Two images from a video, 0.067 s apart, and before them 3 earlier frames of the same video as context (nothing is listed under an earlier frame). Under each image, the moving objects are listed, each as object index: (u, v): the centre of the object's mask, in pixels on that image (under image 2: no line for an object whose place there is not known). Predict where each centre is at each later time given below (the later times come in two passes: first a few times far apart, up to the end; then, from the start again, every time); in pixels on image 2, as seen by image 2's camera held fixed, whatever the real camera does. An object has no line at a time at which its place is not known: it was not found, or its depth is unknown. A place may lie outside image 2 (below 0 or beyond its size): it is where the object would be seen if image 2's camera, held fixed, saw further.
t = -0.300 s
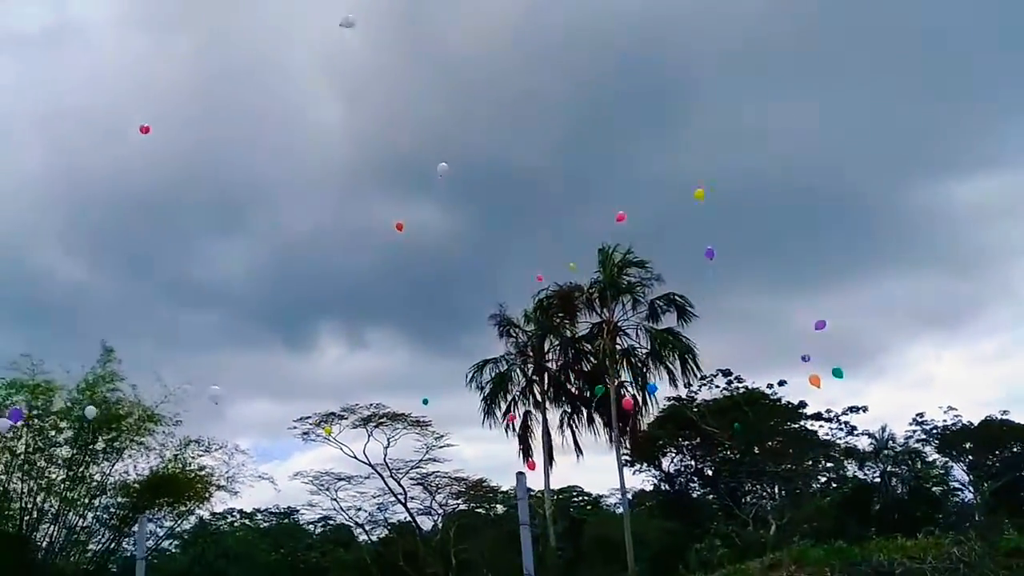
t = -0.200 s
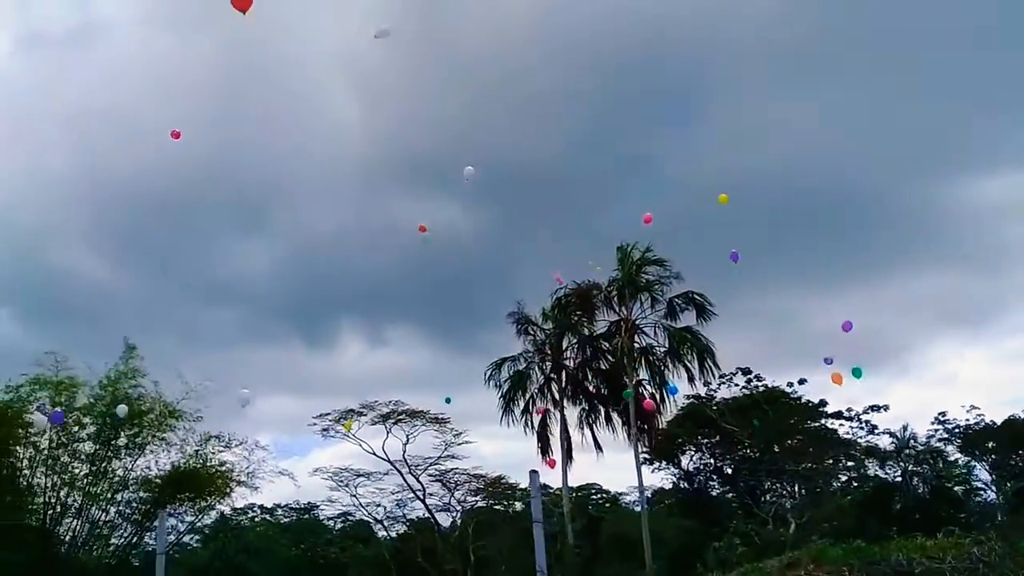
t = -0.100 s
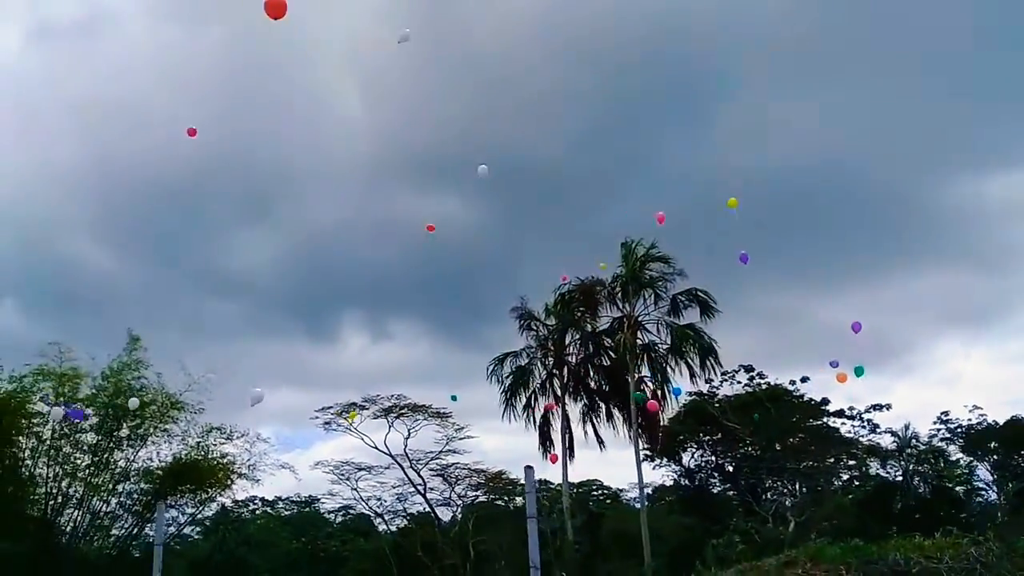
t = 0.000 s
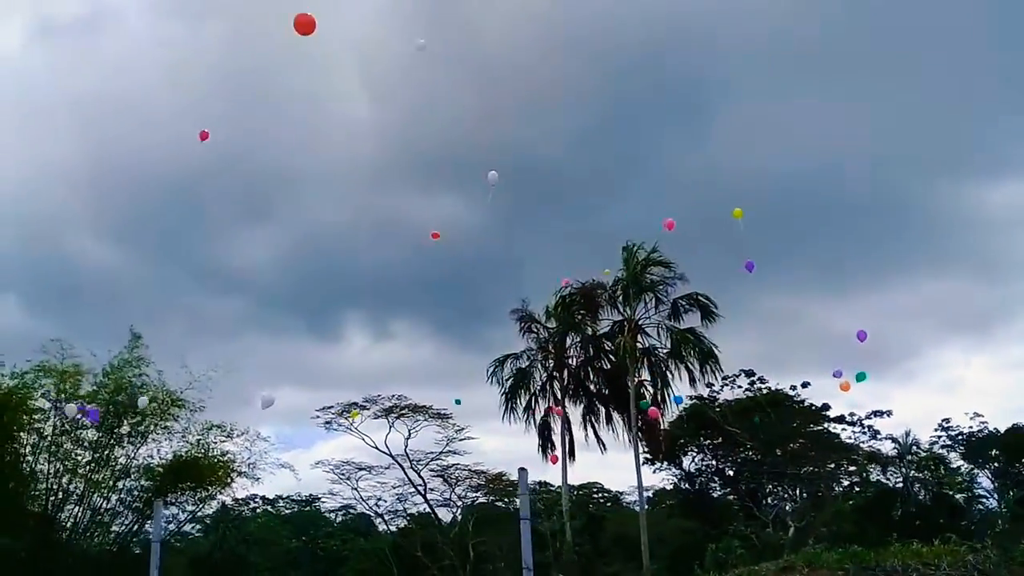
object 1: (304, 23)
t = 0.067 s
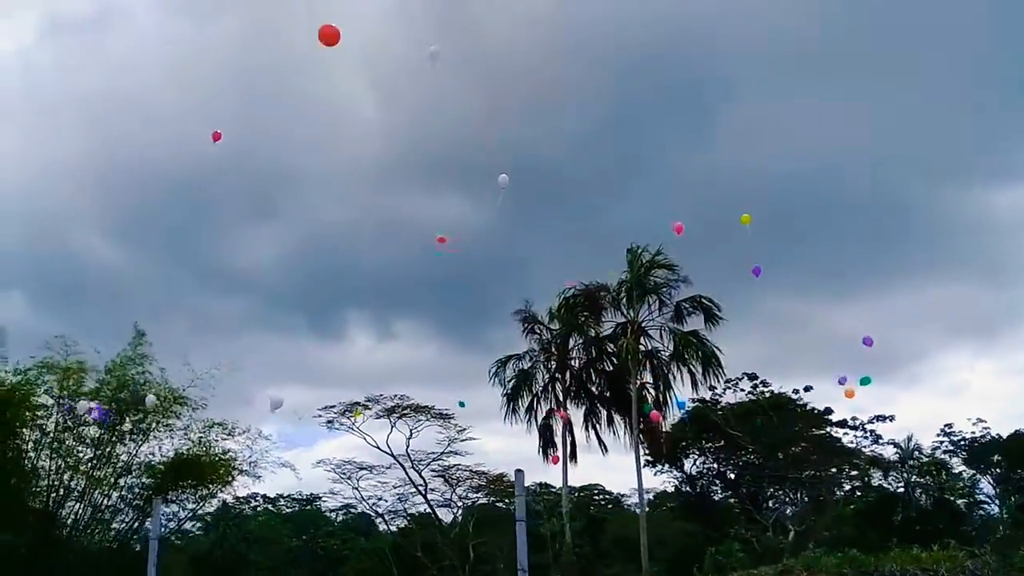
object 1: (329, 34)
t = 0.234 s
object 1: (375, 65)
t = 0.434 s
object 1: (420, 96)
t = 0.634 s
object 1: (460, 119)
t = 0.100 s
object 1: (339, 42)
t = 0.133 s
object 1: (348, 49)
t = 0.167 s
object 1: (355, 54)
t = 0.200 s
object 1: (364, 59)
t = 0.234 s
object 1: (375, 65)
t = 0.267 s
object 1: (384, 71)
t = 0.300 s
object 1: (391, 75)
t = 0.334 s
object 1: (398, 79)
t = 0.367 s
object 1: (405, 84)
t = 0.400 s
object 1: (413, 90)
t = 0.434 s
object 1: (420, 96)
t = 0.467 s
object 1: (427, 100)
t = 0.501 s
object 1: (434, 104)
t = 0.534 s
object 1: (441, 109)
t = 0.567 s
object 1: (448, 113)
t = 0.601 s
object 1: (454, 116)
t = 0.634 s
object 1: (460, 119)
